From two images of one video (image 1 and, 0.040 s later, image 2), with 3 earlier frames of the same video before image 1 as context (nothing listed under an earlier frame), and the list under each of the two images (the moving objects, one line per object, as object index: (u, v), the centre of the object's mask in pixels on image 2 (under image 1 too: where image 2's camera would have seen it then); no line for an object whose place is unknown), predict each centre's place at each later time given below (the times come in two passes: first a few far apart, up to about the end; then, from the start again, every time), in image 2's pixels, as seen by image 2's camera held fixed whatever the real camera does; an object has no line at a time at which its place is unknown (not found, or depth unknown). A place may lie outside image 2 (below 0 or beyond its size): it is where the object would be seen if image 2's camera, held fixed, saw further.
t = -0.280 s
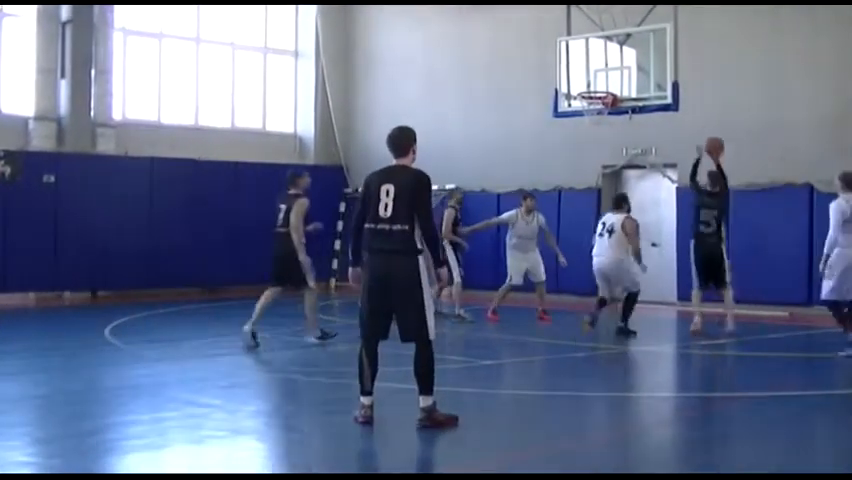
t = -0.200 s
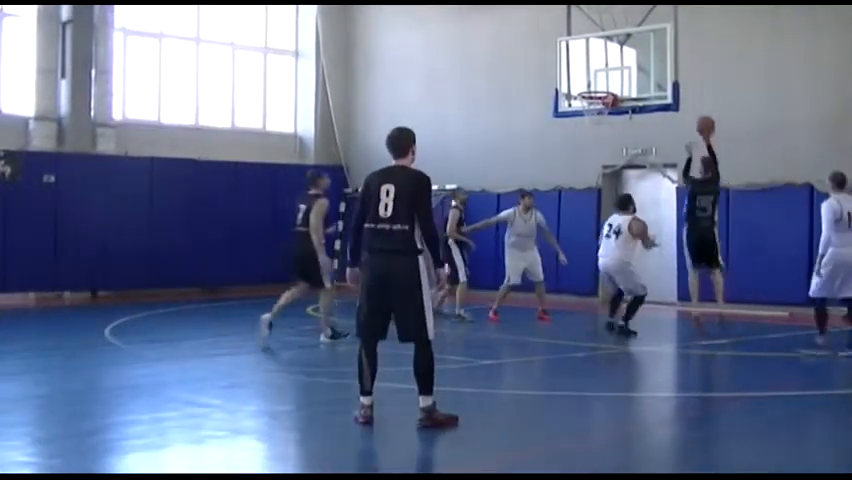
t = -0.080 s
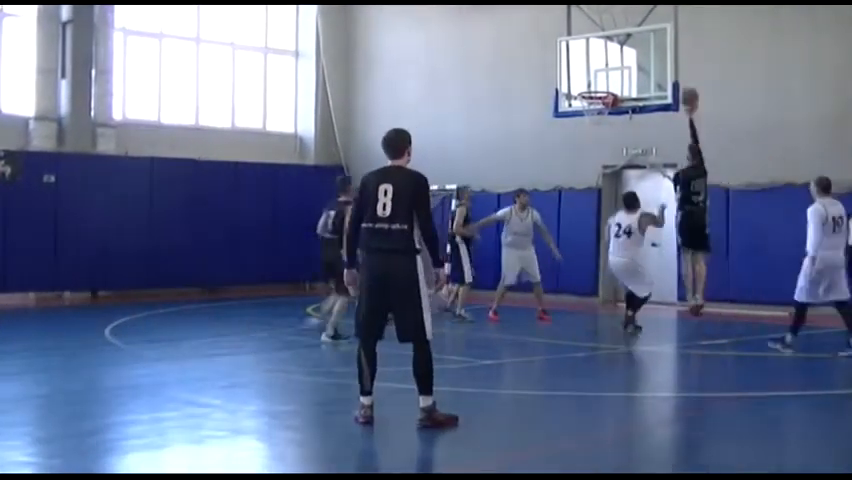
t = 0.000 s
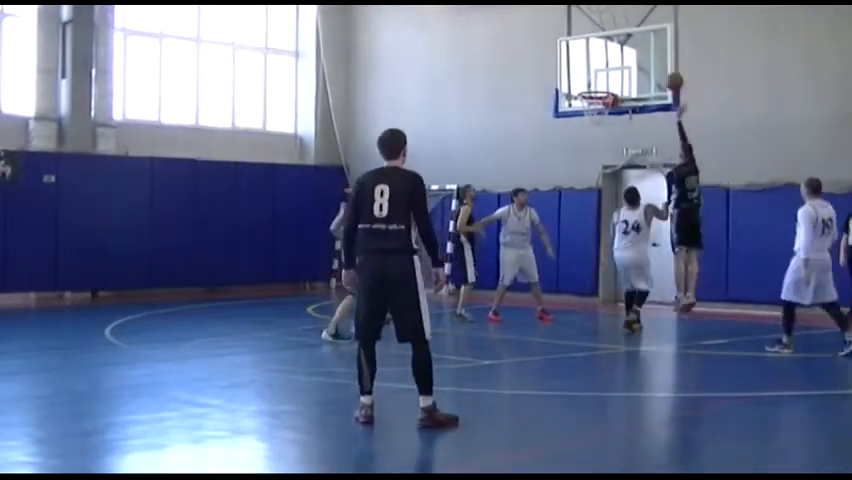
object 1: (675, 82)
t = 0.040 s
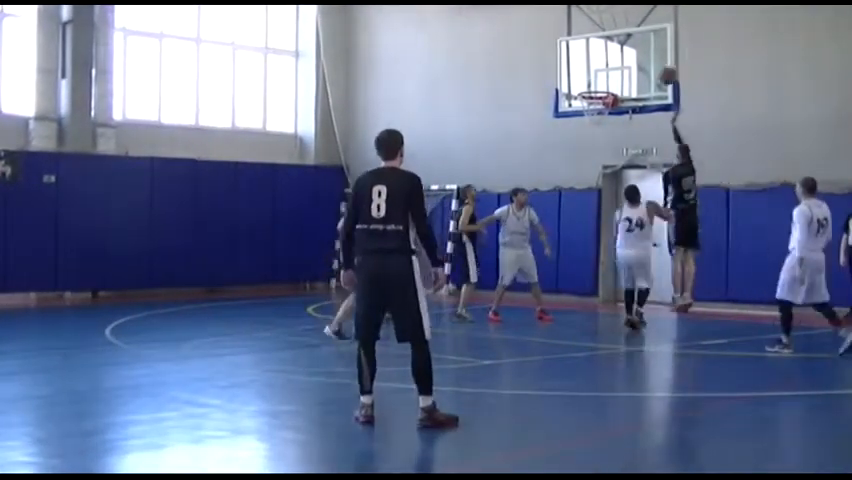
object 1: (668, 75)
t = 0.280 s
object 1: (626, 68)
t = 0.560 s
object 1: (591, 91)
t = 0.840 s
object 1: (591, 88)
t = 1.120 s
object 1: (580, 85)
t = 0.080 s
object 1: (660, 72)
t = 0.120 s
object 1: (652, 69)
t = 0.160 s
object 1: (646, 67)
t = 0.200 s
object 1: (639, 66)
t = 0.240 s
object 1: (633, 66)
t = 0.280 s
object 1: (626, 68)
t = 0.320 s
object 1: (620, 70)
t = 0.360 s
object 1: (613, 72)
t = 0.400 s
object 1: (606, 76)
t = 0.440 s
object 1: (600, 81)
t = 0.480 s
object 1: (593, 86)
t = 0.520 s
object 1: (589, 90)
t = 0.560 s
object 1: (591, 91)
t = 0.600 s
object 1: (595, 91)
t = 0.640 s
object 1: (601, 90)
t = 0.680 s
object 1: (604, 90)
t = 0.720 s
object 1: (601, 90)
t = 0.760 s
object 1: (599, 90)
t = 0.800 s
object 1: (595, 89)
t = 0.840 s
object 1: (591, 88)
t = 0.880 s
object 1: (587, 88)
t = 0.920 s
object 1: (583, 87)
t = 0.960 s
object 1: (582, 85)
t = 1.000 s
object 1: (582, 84)
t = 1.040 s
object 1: (581, 85)
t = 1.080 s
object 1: (580, 85)
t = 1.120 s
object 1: (580, 85)
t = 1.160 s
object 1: (579, 84)
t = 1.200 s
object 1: (578, 84)
